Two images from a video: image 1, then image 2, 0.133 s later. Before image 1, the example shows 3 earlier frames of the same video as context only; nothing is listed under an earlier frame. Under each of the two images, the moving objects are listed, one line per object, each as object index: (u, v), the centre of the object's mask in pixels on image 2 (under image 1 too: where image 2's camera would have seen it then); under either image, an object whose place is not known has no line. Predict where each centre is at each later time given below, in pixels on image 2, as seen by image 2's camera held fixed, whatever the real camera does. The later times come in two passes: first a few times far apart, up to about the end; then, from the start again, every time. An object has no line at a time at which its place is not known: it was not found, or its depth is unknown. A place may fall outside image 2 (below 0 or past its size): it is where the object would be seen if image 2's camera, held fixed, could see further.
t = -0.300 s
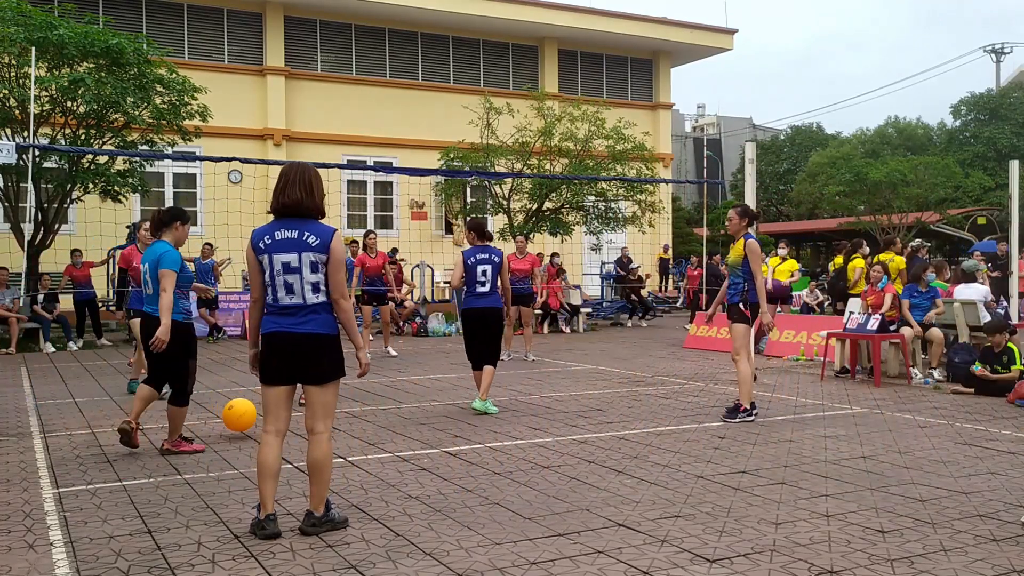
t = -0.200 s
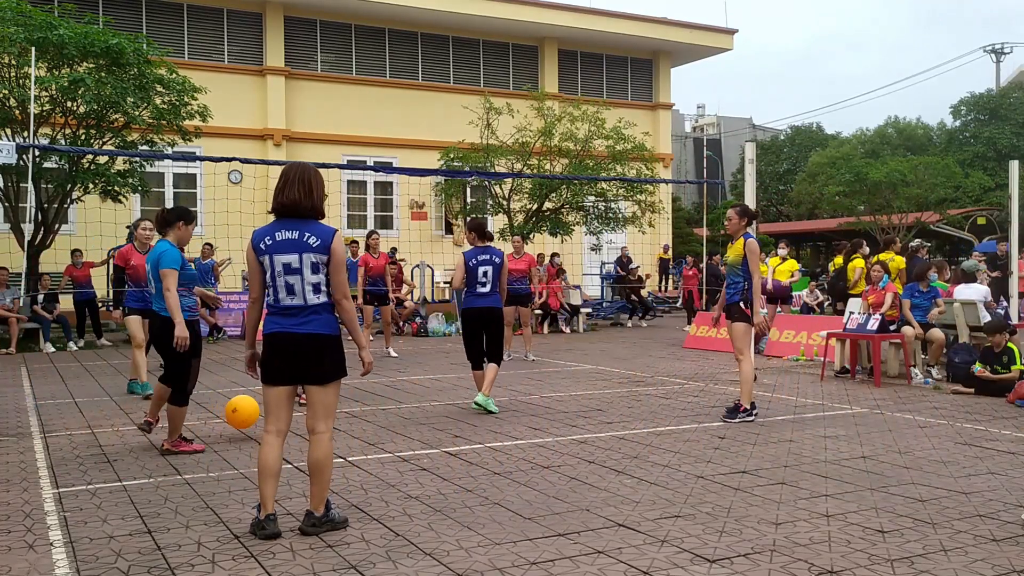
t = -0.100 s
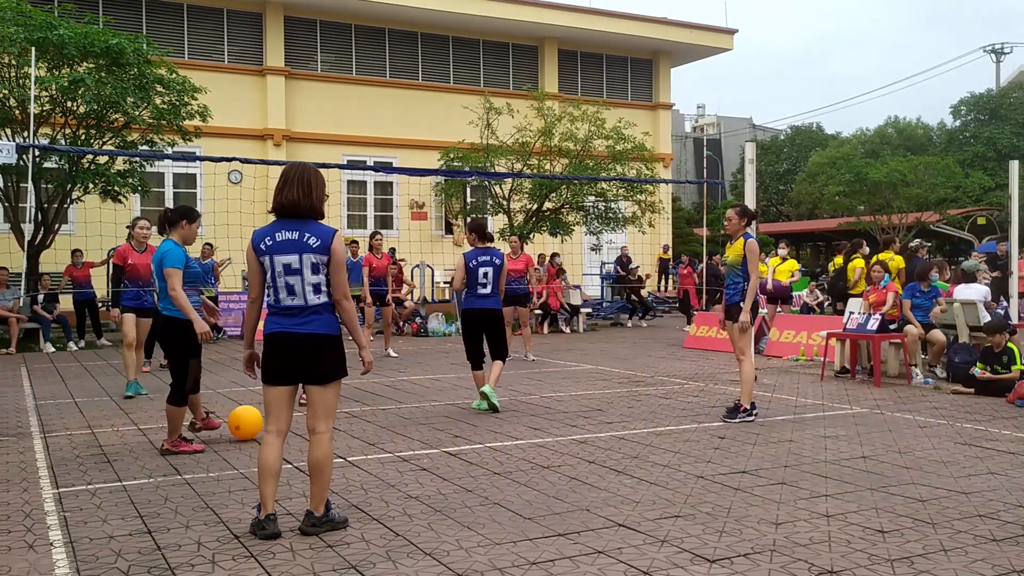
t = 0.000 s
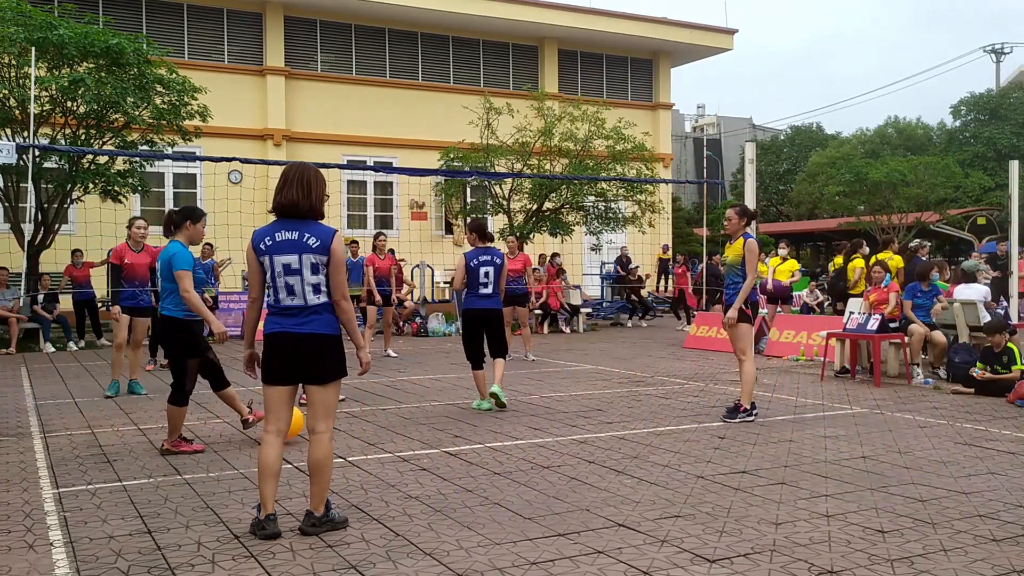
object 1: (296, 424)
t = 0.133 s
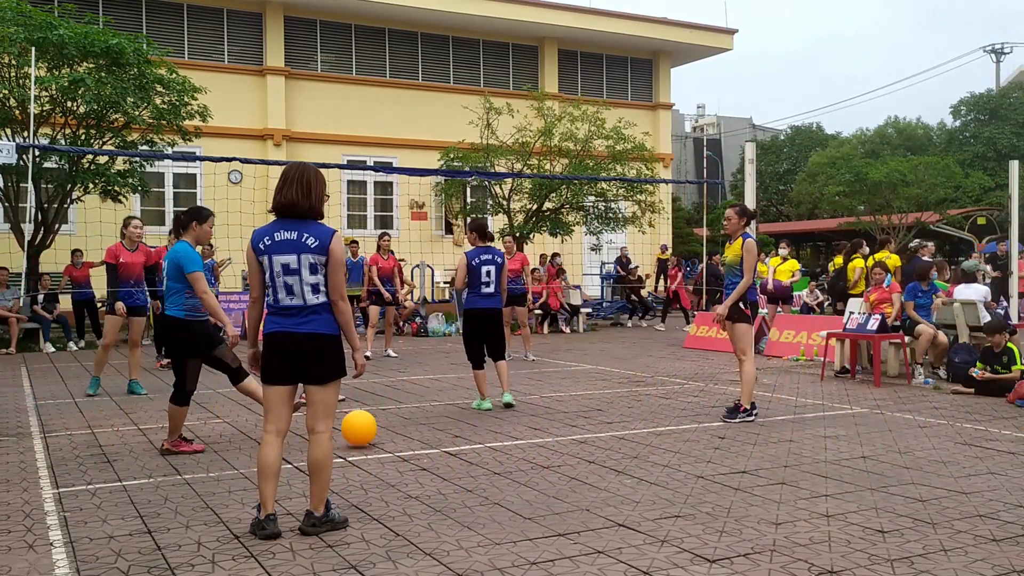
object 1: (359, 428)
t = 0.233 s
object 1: (402, 430)
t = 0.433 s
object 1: (479, 435)
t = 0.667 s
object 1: (572, 441)
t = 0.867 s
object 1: (654, 446)
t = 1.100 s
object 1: (752, 449)
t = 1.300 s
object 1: (842, 459)
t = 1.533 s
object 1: (952, 462)
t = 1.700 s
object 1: (1017, 468)
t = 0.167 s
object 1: (373, 427)
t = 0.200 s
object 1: (387, 428)
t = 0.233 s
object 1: (402, 430)
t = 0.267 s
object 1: (416, 433)
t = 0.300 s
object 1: (428, 432)
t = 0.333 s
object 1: (441, 432)
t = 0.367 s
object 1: (454, 434)
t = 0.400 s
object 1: (467, 435)
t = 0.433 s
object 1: (479, 435)
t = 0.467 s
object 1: (492, 437)
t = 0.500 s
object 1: (505, 437)
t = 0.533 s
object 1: (518, 438)
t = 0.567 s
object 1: (532, 439)
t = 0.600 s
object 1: (545, 439)
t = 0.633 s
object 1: (558, 440)
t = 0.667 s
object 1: (572, 441)
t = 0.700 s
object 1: (585, 440)
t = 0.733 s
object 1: (599, 441)
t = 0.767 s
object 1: (612, 443)
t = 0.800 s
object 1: (625, 443)
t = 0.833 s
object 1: (640, 444)
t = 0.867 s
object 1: (654, 446)
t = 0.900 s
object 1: (668, 445)
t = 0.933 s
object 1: (682, 445)
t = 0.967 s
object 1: (695, 446)
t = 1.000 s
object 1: (709, 448)
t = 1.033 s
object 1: (723, 449)
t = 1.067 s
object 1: (738, 448)
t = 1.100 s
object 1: (752, 449)
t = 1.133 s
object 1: (767, 452)
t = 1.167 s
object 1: (782, 455)
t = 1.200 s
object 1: (797, 453)
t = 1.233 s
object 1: (812, 453)
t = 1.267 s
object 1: (827, 455)
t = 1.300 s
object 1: (842, 459)
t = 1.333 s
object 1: (857, 457)
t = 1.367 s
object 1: (872, 457)
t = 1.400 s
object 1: (888, 458)
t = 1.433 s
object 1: (904, 462)
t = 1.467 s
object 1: (920, 463)
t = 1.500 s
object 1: (936, 461)
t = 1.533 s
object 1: (952, 462)
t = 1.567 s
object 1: (968, 464)
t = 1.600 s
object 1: (984, 467)
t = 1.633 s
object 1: (1000, 466)
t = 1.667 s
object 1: (1009, 466)
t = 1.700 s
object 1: (1017, 468)
